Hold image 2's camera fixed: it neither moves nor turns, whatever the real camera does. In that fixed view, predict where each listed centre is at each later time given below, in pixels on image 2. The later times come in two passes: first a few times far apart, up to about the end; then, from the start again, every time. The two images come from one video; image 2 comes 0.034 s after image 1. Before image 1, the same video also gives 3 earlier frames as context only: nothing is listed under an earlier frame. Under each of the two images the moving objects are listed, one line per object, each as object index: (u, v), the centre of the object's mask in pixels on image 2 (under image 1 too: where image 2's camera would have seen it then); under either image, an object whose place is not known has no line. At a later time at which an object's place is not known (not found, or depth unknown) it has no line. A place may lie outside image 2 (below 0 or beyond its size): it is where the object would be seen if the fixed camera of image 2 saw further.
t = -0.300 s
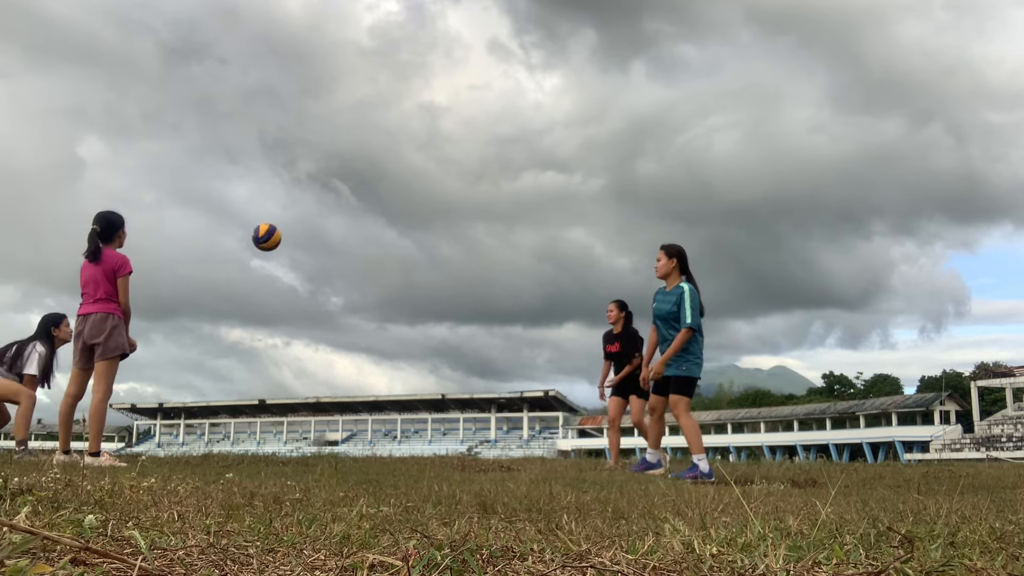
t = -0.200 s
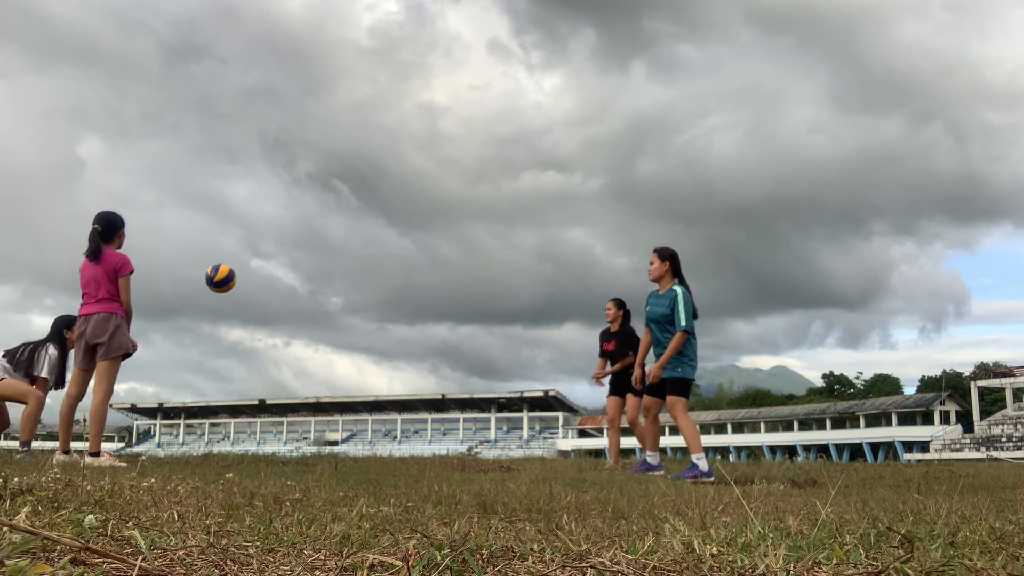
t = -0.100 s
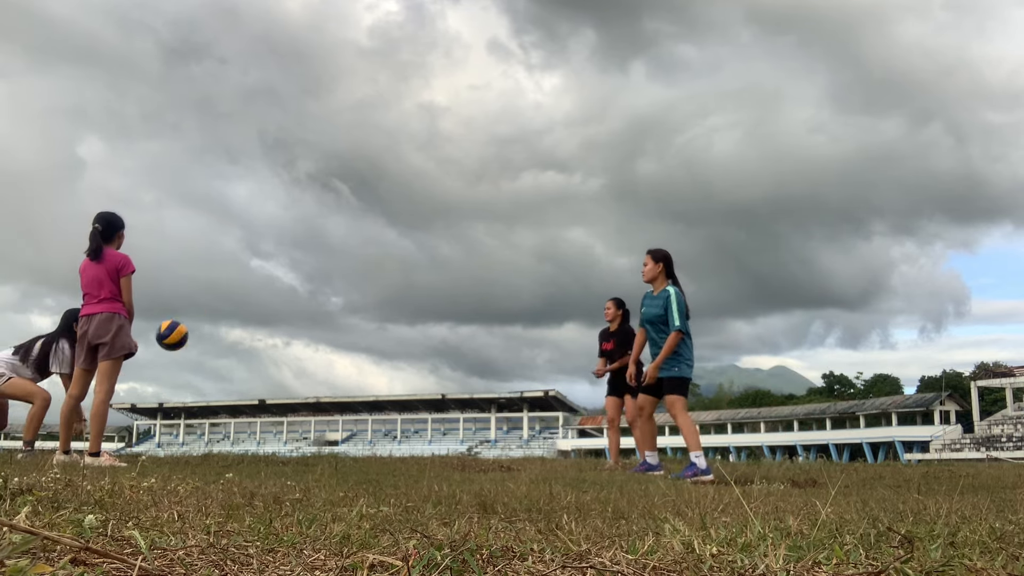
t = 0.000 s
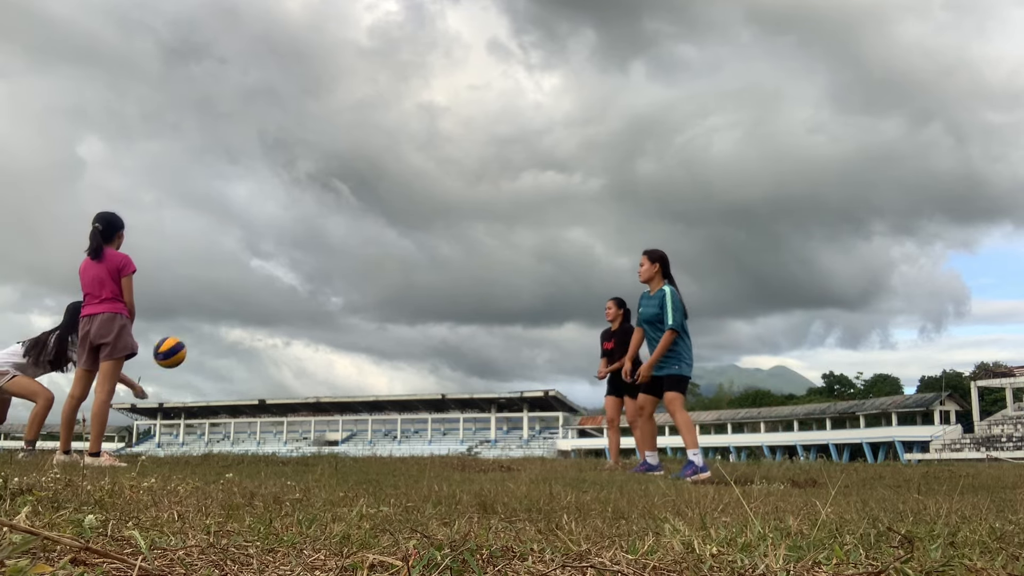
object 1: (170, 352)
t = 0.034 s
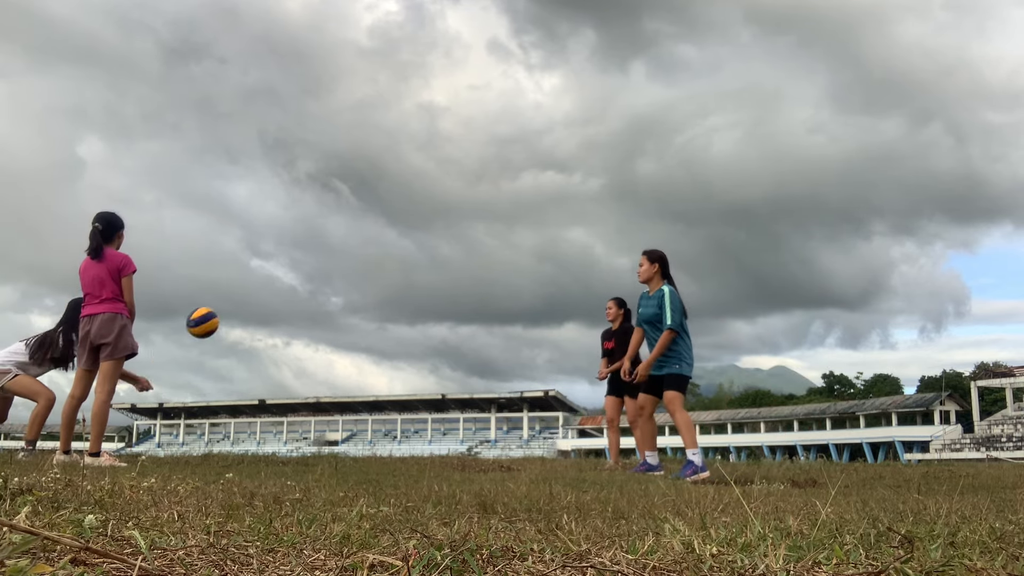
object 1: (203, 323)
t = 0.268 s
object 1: (410, 177)
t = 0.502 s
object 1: (588, 118)
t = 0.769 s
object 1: (774, 136)
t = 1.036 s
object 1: (952, 234)
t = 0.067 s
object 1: (234, 295)
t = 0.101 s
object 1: (265, 270)
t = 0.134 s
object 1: (296, 248)
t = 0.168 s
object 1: (325, 227)
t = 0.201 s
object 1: (354, 208)
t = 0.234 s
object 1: (382, 192)
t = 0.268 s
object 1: (410, 177)
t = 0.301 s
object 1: (437, 164)
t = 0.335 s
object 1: (463, 152)
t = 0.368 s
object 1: (489, 142)
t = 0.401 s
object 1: (514, 134)
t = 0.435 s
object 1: (539, 127)
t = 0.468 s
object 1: (564, 122)
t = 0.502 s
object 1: (588, 118)
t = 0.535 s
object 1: (612, 116)
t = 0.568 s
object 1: (635, 115)
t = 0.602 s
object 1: (659, 115)
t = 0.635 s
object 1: (682, 117)
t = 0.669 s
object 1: (705, 120)
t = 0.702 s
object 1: (728, 124)
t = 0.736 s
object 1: (751, 130)
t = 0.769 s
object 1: (774, 136)
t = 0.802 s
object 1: (796, 145)
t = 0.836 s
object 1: (819, 154)
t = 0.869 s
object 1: (841, 164)
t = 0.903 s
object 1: (863, 175)
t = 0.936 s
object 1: (886, 188)
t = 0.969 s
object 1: (908, 203)
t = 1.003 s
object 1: (930, 218)
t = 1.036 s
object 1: (952, 234)
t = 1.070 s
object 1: (974, 252)
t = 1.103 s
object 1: (995, 271)
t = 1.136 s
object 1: (1014, 291)
